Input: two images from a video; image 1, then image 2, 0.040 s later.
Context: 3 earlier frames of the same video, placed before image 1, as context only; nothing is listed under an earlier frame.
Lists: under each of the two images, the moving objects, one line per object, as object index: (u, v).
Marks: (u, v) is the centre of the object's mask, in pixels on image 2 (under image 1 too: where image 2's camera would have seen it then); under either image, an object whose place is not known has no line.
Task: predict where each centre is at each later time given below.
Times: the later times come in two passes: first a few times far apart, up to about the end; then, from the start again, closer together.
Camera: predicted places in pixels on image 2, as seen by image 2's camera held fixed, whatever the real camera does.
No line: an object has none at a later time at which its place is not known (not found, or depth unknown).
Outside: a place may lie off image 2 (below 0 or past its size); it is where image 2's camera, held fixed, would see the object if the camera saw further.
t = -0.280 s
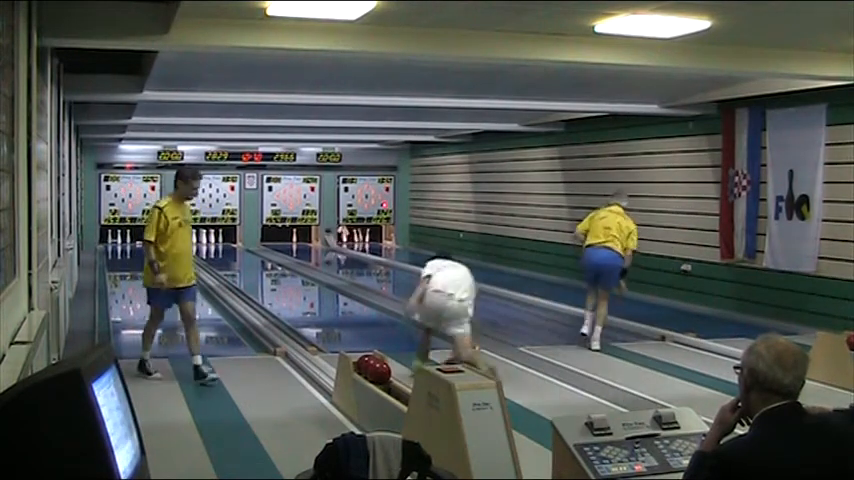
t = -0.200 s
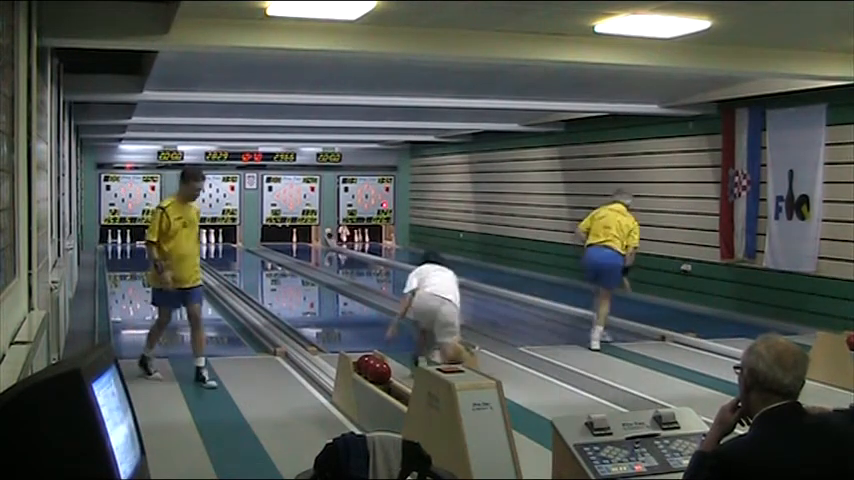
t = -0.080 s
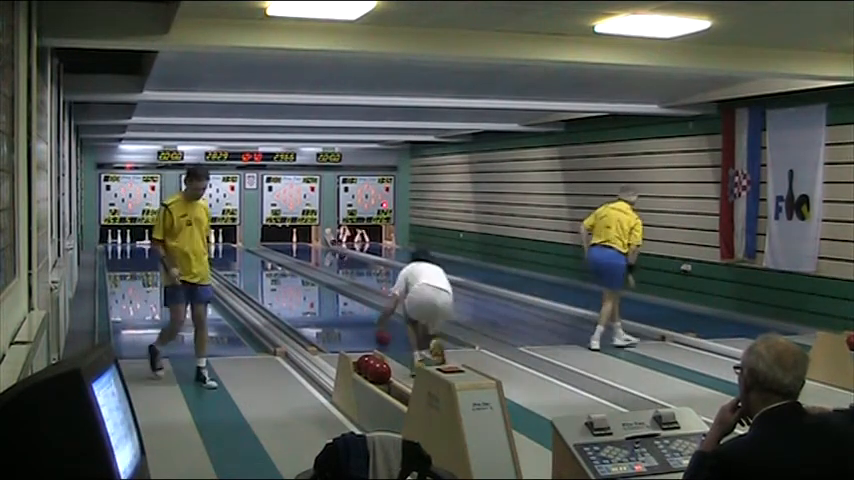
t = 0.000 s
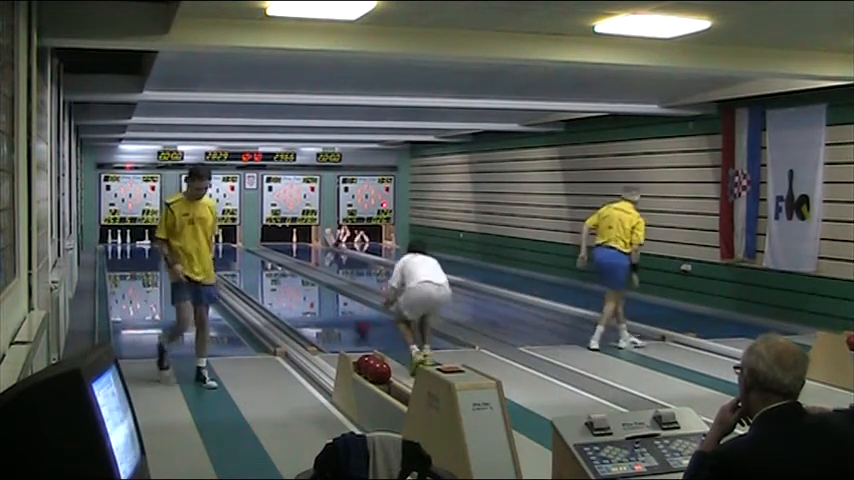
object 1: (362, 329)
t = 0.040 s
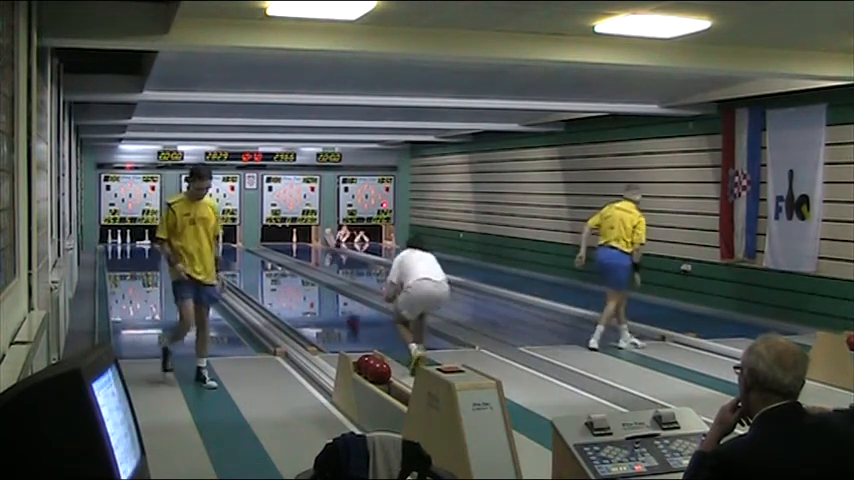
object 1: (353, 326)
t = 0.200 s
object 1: (323, 307)
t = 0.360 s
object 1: (299, 292)
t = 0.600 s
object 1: (273, 277)
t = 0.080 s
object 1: (345, 322)
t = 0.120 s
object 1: (338, 315)
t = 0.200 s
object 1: (323, 307)
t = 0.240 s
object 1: (316, 305)
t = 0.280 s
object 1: (310, 304)
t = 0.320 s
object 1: (305, 301)
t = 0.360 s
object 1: (299, 292)
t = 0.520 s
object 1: (280, 281)
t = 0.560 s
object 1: (276, 279)
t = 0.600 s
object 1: (273, 277)
